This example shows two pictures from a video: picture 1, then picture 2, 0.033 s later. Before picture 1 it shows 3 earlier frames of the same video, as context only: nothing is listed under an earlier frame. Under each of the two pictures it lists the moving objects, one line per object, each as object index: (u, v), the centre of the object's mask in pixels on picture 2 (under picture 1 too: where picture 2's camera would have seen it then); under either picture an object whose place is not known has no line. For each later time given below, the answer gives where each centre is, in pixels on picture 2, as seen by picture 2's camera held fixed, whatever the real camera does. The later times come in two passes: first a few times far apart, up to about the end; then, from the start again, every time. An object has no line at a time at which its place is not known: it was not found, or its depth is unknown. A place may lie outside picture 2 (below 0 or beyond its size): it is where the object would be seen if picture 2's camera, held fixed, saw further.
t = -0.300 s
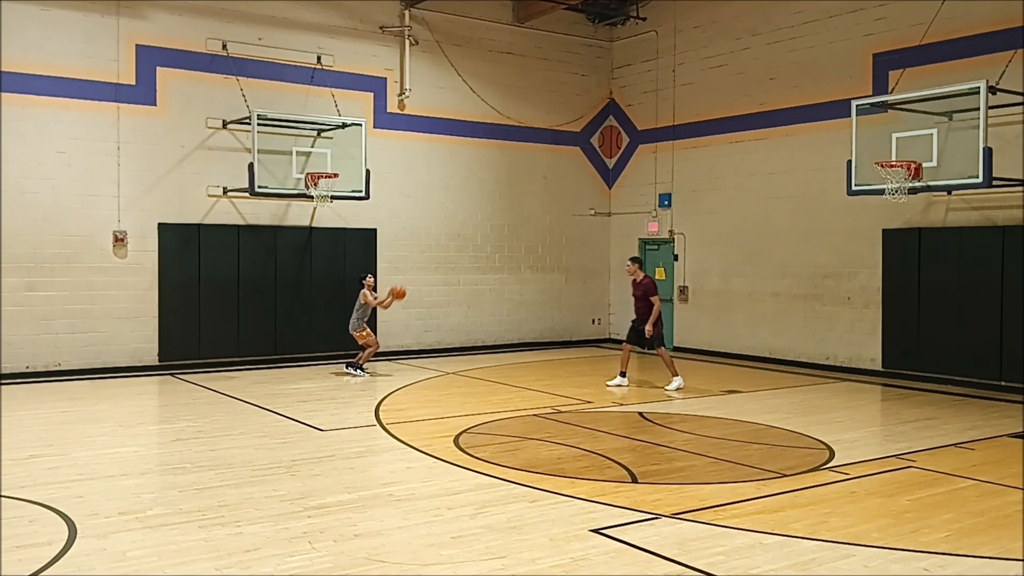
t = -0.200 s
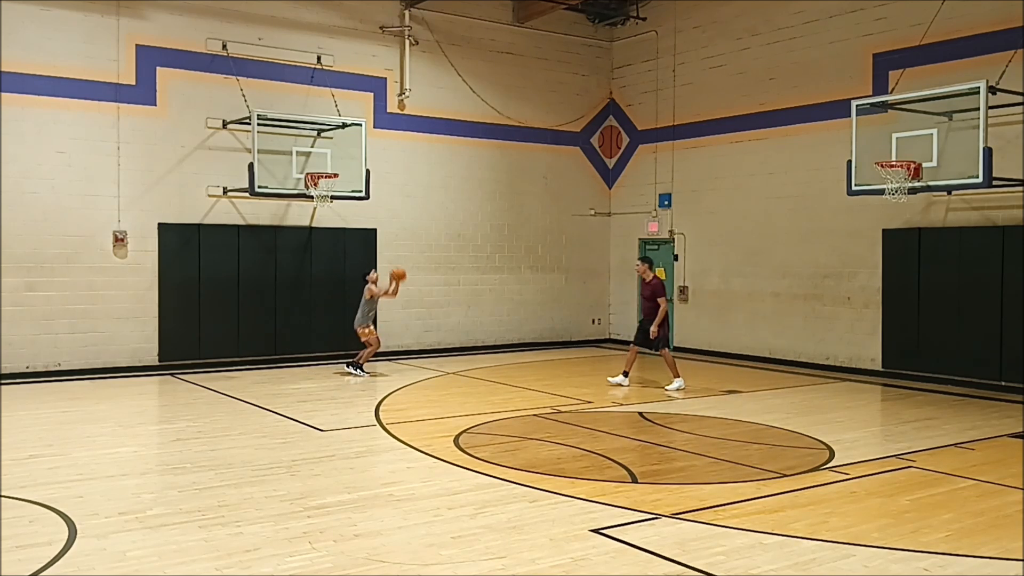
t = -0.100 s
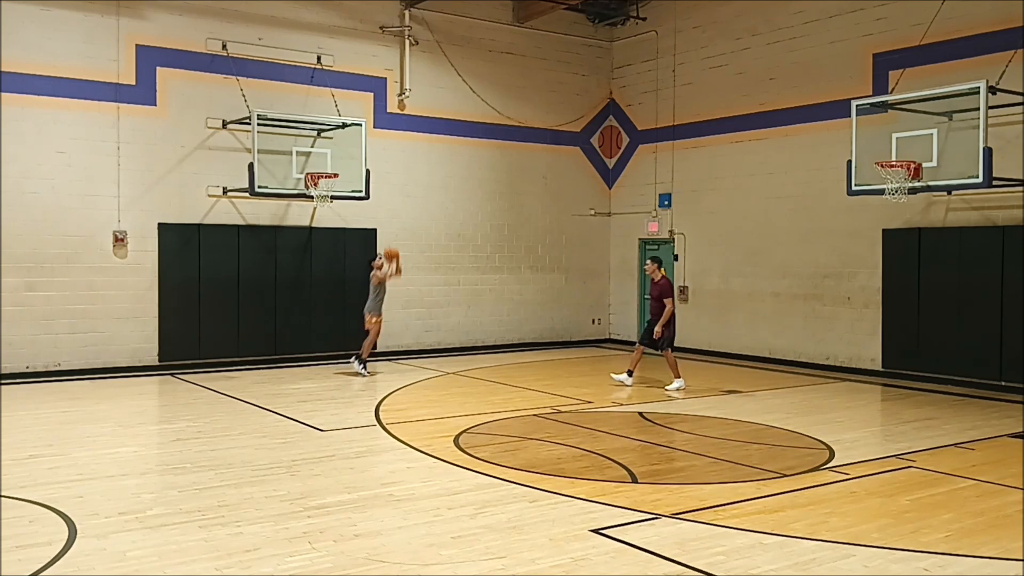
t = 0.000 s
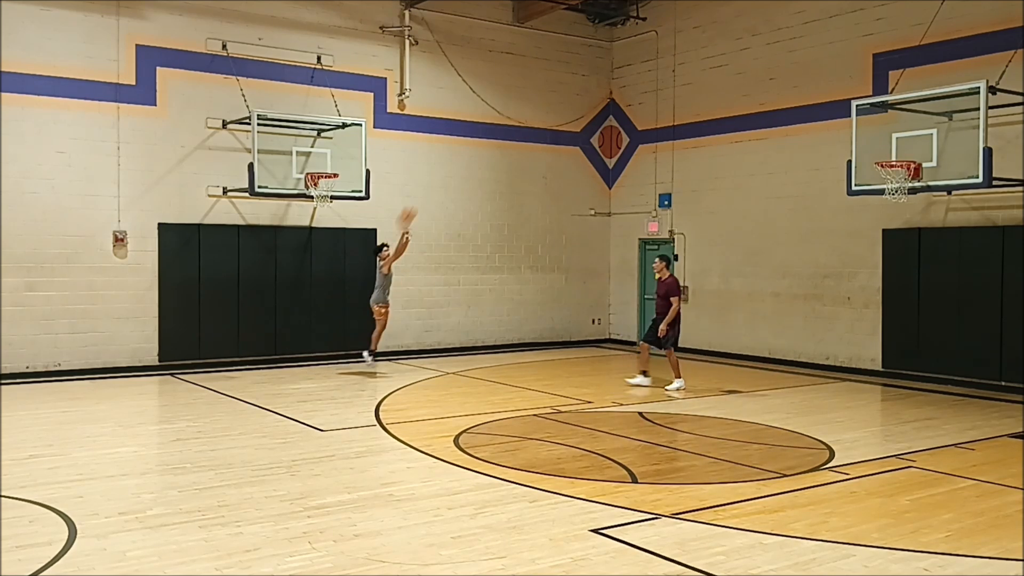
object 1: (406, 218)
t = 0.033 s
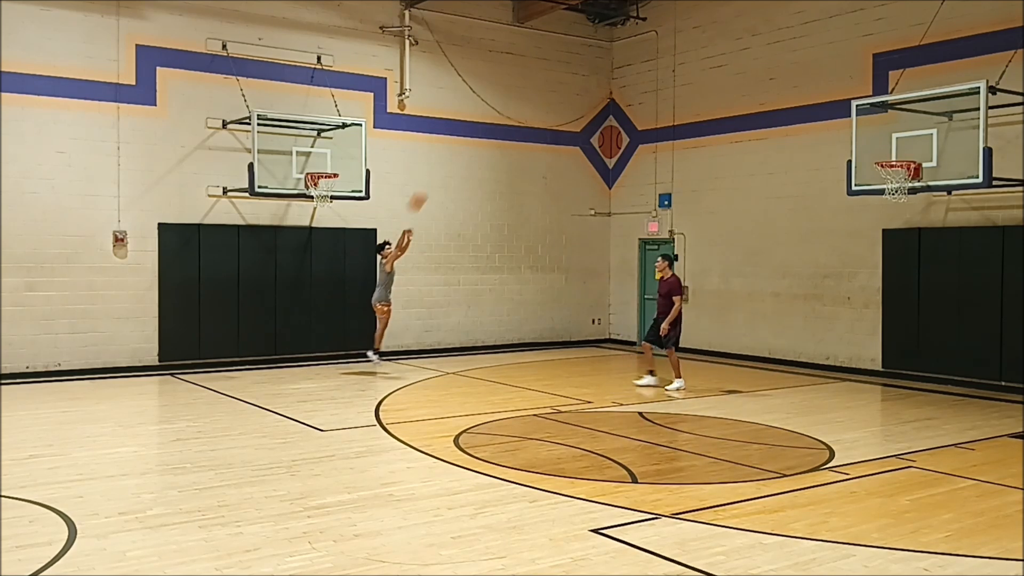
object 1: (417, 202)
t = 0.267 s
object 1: (492, 110)
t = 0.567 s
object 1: (593, 40)
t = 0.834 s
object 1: (689, 28)
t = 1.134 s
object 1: (803, 81)
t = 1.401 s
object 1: (904, 172)
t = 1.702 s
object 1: (901, 197)
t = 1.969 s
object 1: (886, 267)
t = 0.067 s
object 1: (427, 187)
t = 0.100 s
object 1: (438, 173)
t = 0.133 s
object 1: (449, 159)
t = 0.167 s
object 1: (460, 144)
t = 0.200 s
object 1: (471, 132)
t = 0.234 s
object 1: (482, 121)
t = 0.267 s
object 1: (492, 110)
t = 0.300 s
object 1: (503, 99)
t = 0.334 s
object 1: (514, 89)
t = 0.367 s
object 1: (525, 80)
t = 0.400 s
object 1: (535, 72)
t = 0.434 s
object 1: (546, 64)
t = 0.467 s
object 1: (556, 56)
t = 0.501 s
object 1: (569, 50)
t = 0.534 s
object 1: (580, 45)
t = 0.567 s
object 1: (593, 40)
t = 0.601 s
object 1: (605, 36)
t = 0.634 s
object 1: (616, 32)
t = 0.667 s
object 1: (628, 29)
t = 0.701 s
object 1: (640, 27)
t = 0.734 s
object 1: (653, 26)
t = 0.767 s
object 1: (665, 27)
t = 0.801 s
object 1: (676, 27)
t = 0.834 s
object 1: (689, 28)
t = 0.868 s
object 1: (701, 31)
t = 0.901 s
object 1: (714, 33)
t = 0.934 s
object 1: (725, 38)
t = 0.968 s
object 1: (739, 42)
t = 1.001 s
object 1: (752, 48)
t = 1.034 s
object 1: (764, 54)
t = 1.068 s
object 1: (777, 62)
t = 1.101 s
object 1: (789, 71)
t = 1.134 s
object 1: (803, 81)
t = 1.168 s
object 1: (816, 90)
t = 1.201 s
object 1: (831, 104)
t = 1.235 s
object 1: (840, 112)
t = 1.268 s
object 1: (854, 125)
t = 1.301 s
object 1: (869, 140)
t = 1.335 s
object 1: (881, 152)
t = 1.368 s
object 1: (896, 156)
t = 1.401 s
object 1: (904, 172)
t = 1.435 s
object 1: (912, 178)
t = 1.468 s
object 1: (913, 181)
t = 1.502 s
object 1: (912, 183)
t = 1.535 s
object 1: (914, 187)
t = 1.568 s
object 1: (911, 188)
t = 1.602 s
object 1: (908, 189)
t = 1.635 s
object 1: (906, 190)
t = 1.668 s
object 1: (904, 194)
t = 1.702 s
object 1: (901, 197)
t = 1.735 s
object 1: (899, 202)
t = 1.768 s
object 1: (898, 209)
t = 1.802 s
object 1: (896, 216)
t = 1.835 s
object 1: (893, 226)
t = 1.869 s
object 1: (891, 235)
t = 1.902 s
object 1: (890, 243)
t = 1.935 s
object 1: (888, 254)
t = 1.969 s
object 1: (886, 267)
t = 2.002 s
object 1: (884, 280)
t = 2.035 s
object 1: (881, 294)
